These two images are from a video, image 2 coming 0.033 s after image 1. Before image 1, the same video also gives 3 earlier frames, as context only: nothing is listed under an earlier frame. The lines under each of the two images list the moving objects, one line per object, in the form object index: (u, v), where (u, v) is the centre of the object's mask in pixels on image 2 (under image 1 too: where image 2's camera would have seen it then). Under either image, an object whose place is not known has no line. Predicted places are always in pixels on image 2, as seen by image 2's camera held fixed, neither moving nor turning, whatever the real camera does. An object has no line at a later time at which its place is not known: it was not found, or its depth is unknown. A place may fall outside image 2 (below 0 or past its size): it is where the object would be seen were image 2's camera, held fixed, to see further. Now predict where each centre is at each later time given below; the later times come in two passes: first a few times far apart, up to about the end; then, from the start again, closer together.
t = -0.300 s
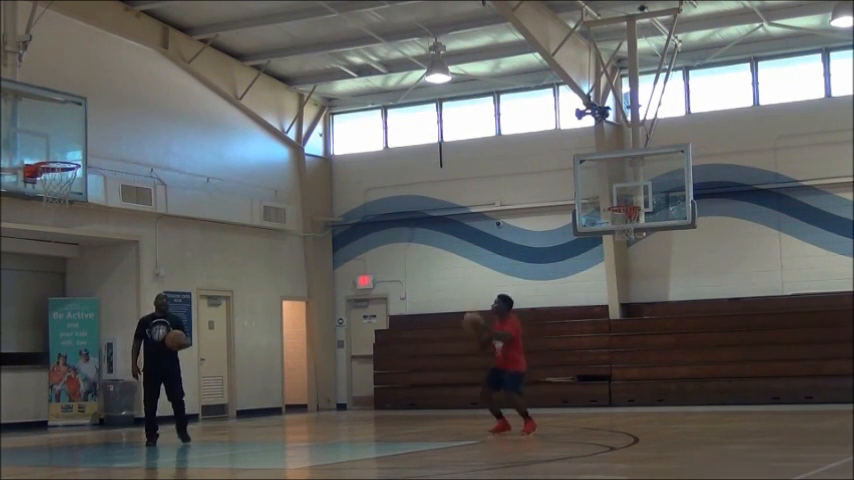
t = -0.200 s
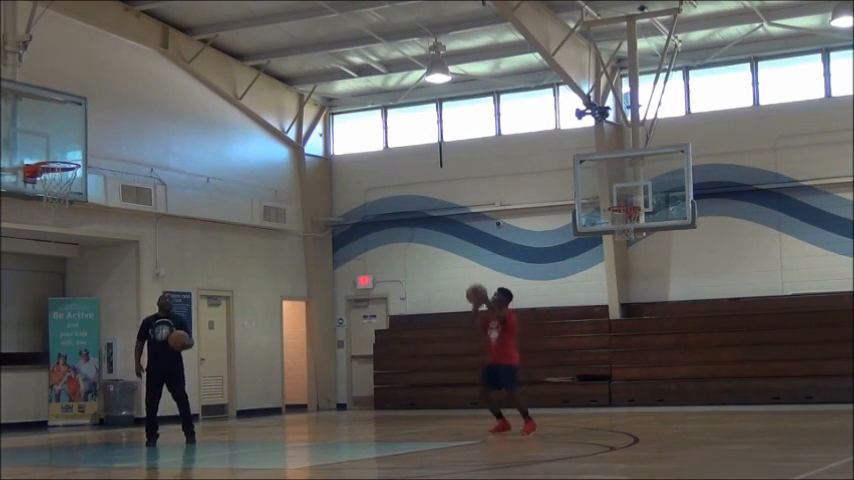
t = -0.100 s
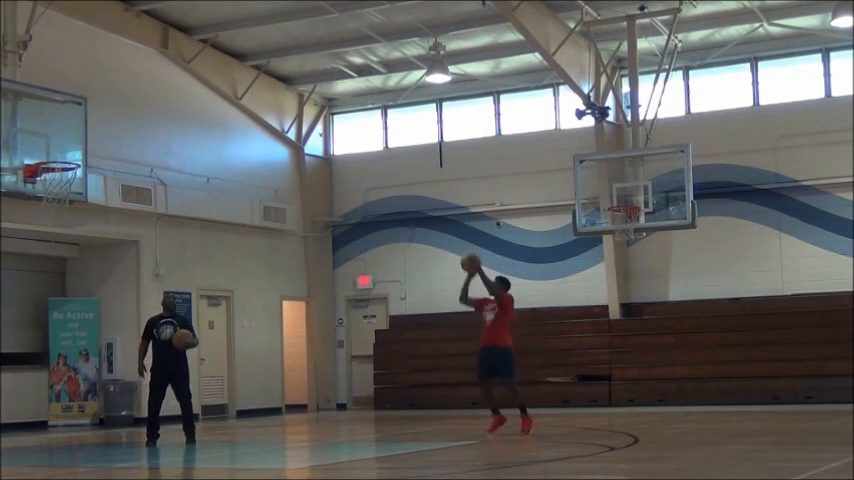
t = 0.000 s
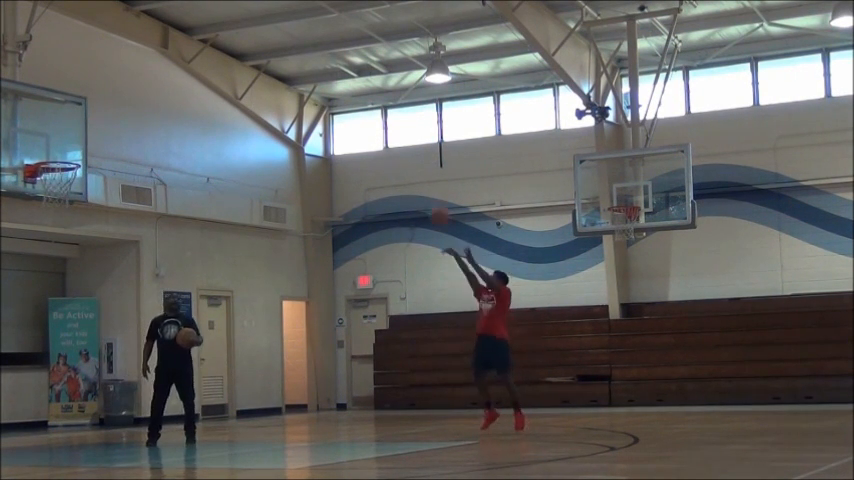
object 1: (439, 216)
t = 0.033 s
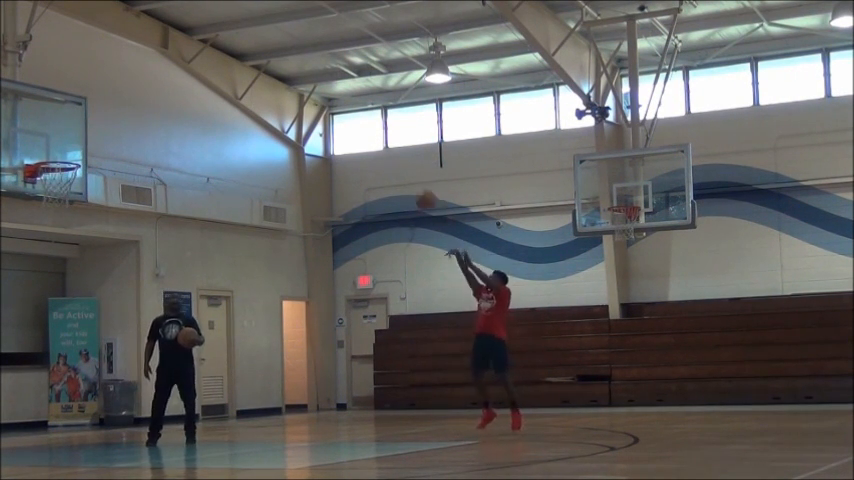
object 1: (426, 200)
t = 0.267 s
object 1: (335, 119)
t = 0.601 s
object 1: (205, 83)
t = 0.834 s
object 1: (115, 114)
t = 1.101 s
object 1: (50, 203)
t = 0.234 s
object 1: (347, 127)
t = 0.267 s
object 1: (335, 119)
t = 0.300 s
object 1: (322, 111)
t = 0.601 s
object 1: (205, 83)
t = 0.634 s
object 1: (193, 84)
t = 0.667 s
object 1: (180, 87)
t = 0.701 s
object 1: (166, 91)
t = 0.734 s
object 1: (153, 95)
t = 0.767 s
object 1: (140, 100)
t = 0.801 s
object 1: (127, 107)
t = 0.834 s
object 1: (115, 114)
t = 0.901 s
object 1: (89, 132)
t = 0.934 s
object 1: (76, 142)
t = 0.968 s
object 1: (62, 153)
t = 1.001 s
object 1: (49, 166)
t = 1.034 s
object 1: (46, 180)
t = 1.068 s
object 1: (48, 191)
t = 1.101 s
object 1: (50, 203)
